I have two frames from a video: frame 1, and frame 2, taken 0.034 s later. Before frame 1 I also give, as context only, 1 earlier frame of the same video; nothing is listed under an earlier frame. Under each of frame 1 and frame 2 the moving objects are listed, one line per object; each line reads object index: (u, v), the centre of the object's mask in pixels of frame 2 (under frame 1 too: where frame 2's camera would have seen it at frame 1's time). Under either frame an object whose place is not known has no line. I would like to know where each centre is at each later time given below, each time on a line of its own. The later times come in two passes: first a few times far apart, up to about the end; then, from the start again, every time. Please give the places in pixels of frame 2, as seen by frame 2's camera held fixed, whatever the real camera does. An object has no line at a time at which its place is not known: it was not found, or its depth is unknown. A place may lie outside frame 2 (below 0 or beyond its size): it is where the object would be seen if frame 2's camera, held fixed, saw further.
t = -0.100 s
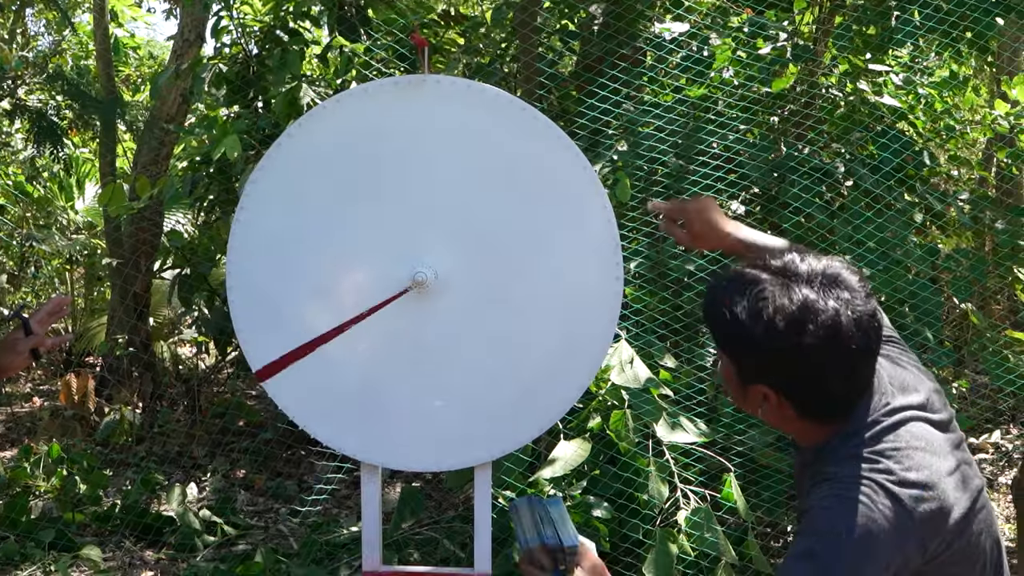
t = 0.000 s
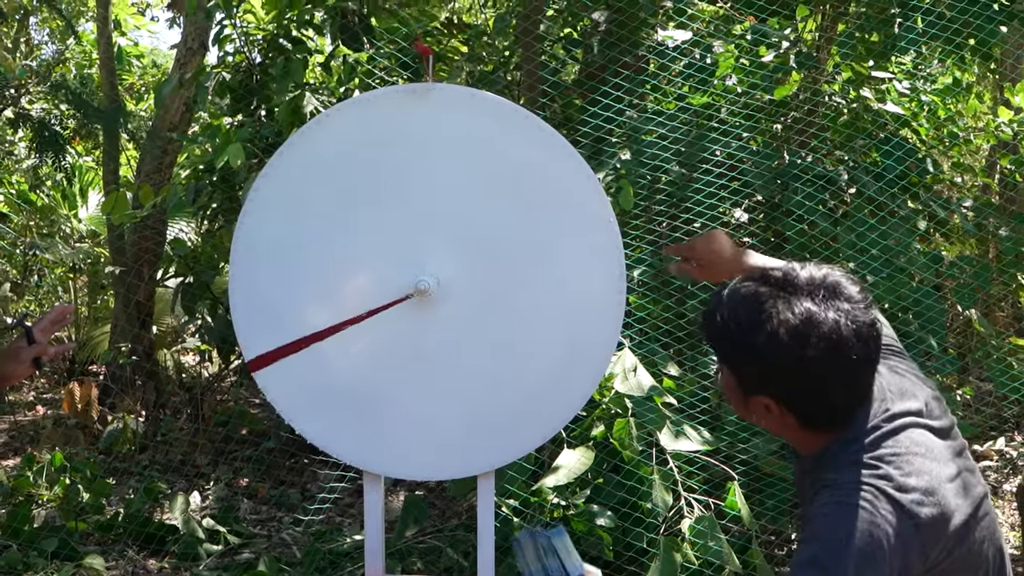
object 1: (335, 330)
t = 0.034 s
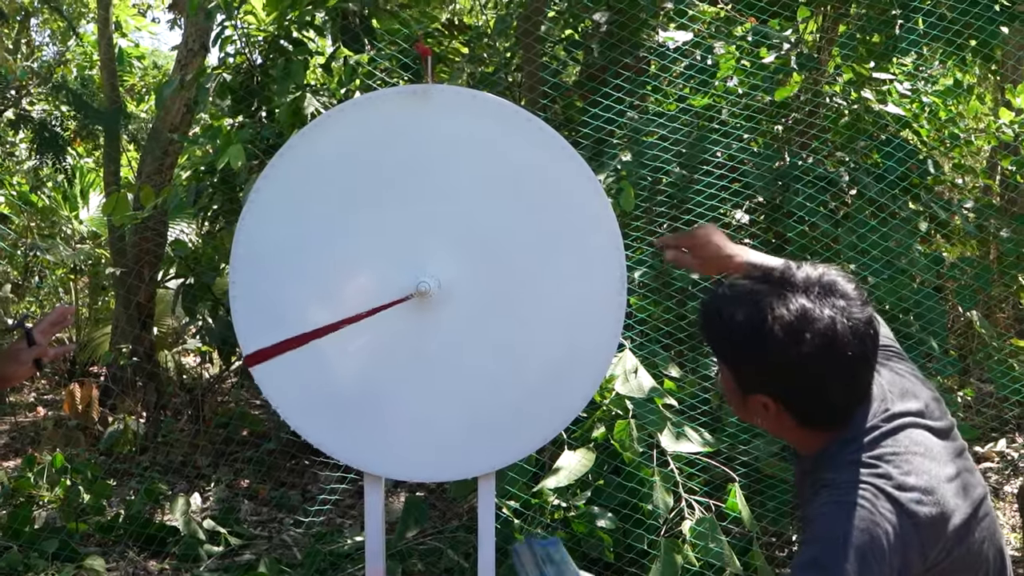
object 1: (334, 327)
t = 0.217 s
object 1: (331, 307)
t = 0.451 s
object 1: (325, 282)
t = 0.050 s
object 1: (334, 325)
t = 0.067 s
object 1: (335, 322)
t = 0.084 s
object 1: (334, 321)
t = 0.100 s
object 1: (333, 319)
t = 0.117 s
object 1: (332, 317)
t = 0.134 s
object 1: (334, 315)
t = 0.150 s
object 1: (333, 313)
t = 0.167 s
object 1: (331, 312)
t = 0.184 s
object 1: (332, 310)
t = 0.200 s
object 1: (331, 308)
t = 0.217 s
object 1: (331, 307)
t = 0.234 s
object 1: (328, 305)
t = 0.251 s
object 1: (326, 303)
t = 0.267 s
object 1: (326, 301)
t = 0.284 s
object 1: (328, 299)
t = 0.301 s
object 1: (326, 298)
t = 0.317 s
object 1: (327, 296)
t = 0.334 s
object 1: (327, 295)
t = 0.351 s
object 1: (326, 293)
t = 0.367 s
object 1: (327, 291)
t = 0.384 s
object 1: (328, 289)
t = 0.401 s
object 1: (328, 287)
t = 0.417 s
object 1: (325, 286)
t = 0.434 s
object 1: (326, 284)
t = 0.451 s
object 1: (325, 282)
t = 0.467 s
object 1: (328, 280)
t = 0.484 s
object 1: (328, 279)
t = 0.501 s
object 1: (328, 277)
